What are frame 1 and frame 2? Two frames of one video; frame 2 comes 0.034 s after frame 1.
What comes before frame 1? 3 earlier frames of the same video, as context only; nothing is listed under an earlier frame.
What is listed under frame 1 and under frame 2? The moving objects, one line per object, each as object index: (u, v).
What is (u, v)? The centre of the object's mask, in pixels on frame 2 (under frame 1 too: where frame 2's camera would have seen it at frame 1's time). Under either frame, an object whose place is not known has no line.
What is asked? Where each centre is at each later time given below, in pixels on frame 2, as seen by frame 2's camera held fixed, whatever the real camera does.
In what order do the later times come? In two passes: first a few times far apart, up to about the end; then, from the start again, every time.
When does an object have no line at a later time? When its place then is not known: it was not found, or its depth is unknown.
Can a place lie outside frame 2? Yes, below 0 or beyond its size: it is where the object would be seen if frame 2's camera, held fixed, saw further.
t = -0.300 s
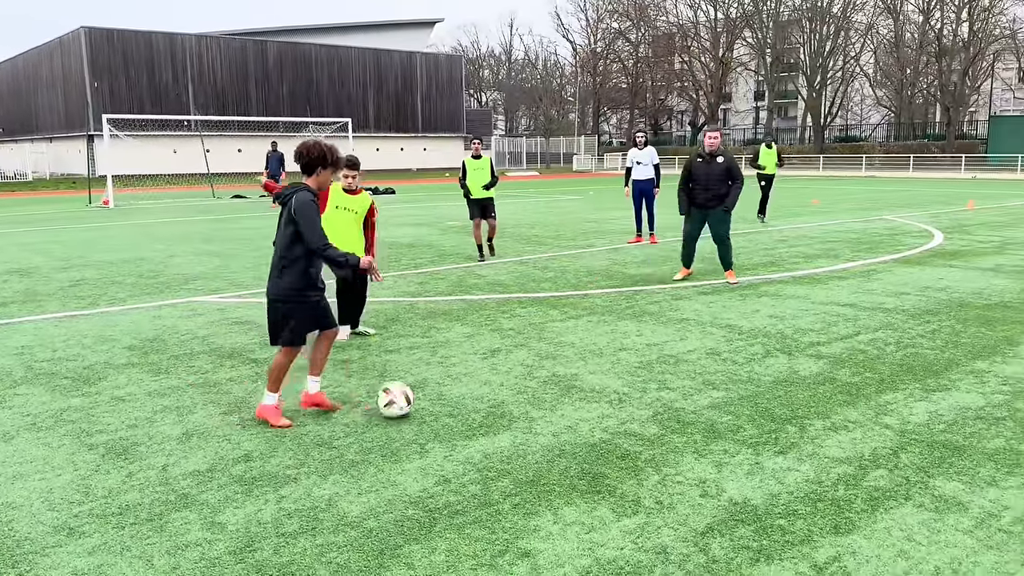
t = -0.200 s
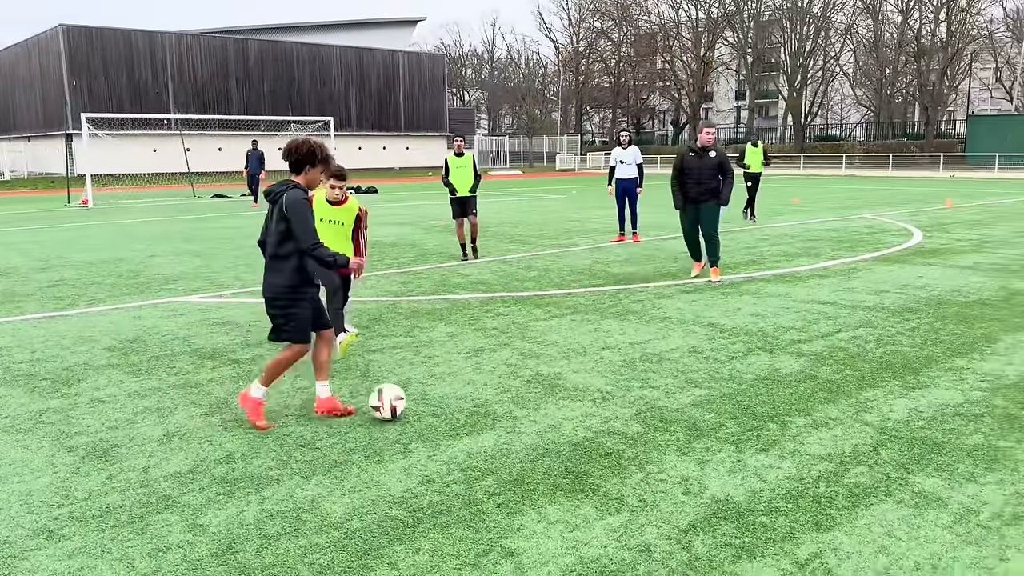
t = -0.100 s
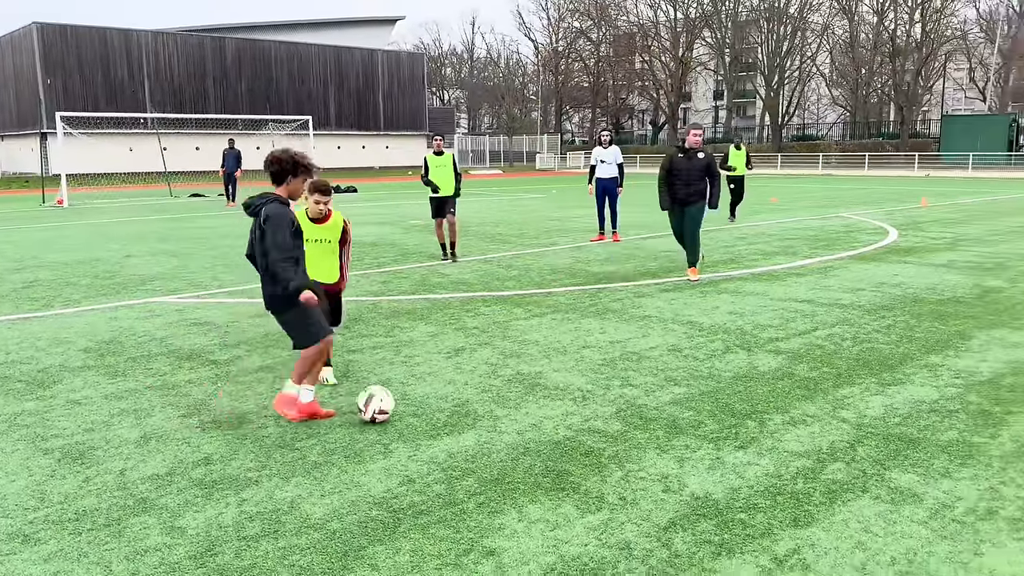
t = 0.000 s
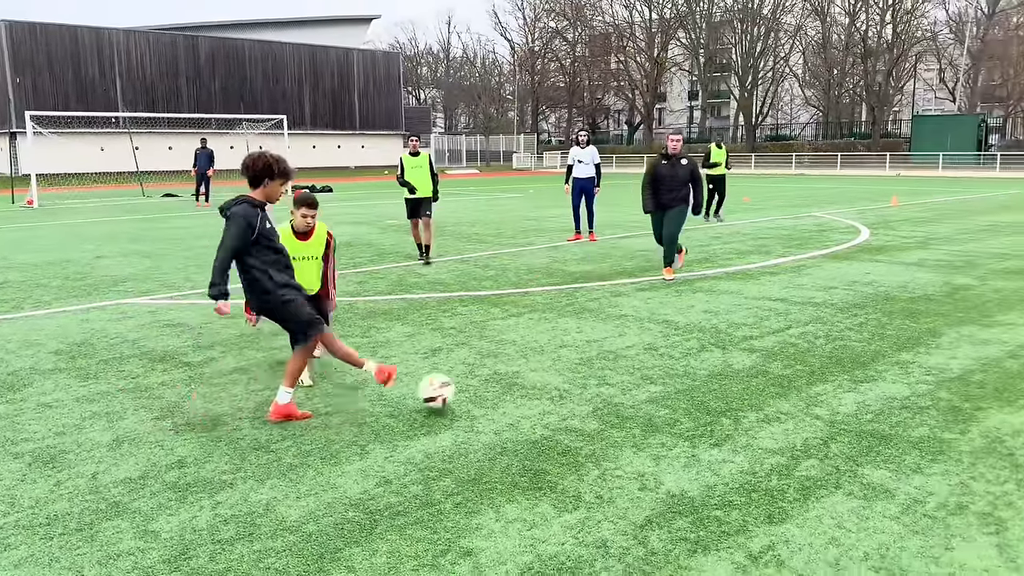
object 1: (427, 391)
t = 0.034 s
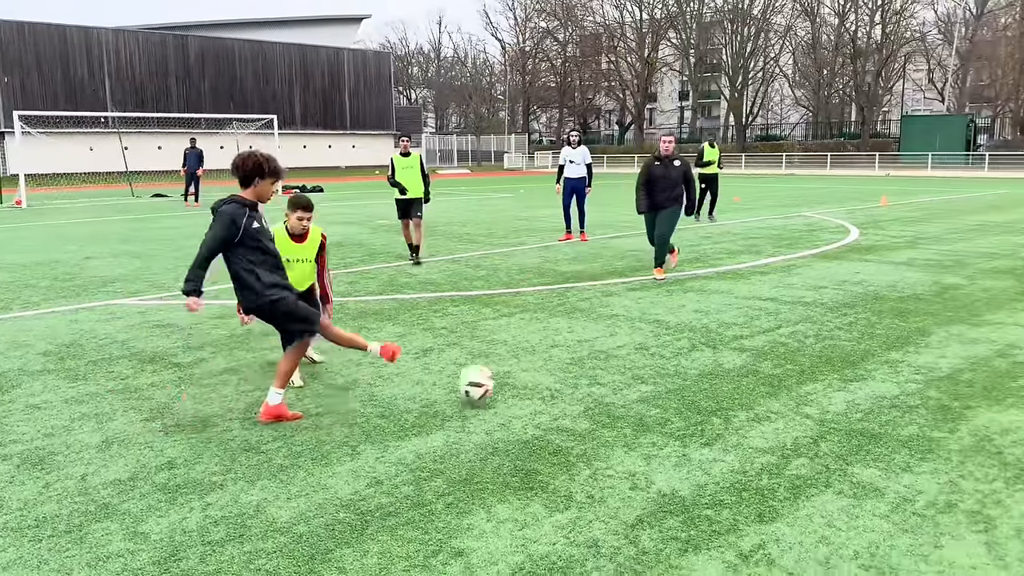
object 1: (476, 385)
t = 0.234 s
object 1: (716, 353)
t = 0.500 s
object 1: (933, 328)
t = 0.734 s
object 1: (1057, 308)
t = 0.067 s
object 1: (521, 376)
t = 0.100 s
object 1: (566, 371)
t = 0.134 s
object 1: (608, 368)
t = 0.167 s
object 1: (648, 367)
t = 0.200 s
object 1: (683, 359)
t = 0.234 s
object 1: (716, 353)
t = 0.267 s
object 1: (749, 349)
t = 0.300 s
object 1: (780, 346)
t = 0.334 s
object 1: (810, 345)
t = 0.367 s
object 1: (838, 341)
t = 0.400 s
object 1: (863, 336)
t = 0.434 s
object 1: (887, 332)
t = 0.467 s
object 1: (910, 329)
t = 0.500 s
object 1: (933, 328)
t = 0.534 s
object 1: (955, 327)
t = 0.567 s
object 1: (973, 320)
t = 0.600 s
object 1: (990, 314)
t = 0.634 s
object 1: (1008, 311)
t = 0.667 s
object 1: (1025, 309)
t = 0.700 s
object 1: (1041, 308)
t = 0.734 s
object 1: (1057, 308)
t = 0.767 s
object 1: (1072, 310)
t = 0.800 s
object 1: (1091, 307)
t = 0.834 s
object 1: (1104, 301)
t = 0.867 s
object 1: (1119, 296)
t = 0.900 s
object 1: (1134, 294)
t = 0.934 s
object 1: (1147, 293)
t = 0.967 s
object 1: (1162, 292)
